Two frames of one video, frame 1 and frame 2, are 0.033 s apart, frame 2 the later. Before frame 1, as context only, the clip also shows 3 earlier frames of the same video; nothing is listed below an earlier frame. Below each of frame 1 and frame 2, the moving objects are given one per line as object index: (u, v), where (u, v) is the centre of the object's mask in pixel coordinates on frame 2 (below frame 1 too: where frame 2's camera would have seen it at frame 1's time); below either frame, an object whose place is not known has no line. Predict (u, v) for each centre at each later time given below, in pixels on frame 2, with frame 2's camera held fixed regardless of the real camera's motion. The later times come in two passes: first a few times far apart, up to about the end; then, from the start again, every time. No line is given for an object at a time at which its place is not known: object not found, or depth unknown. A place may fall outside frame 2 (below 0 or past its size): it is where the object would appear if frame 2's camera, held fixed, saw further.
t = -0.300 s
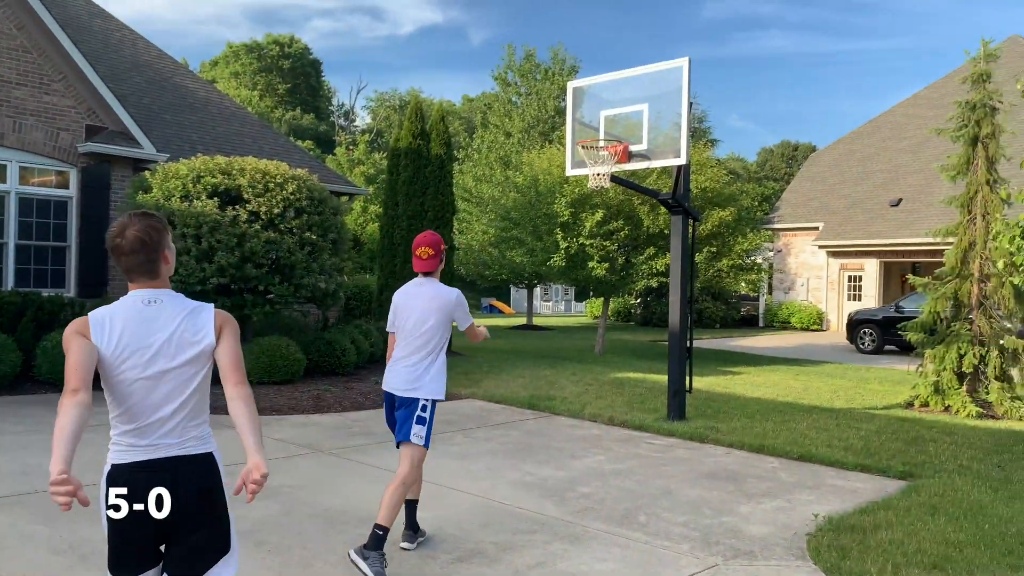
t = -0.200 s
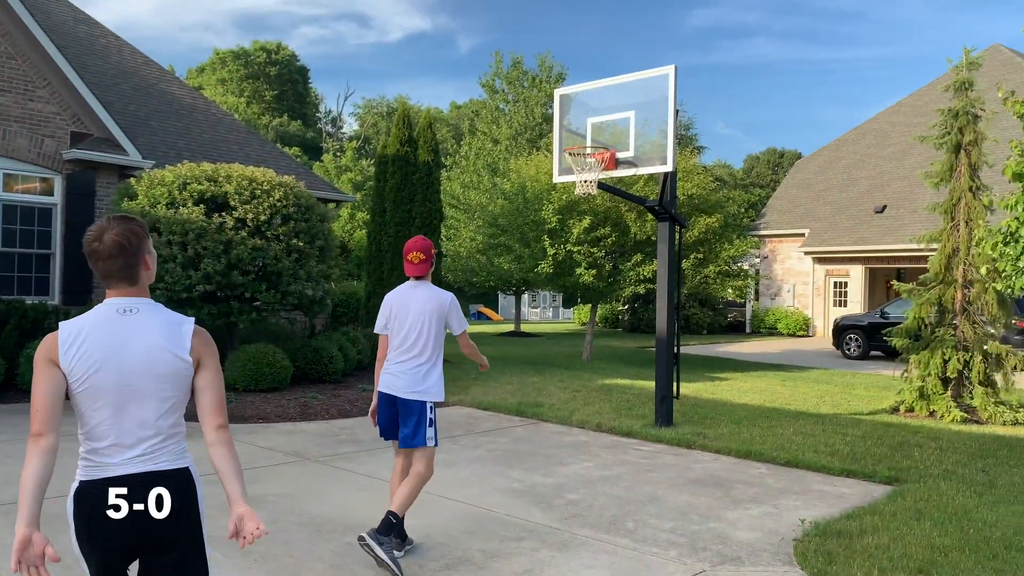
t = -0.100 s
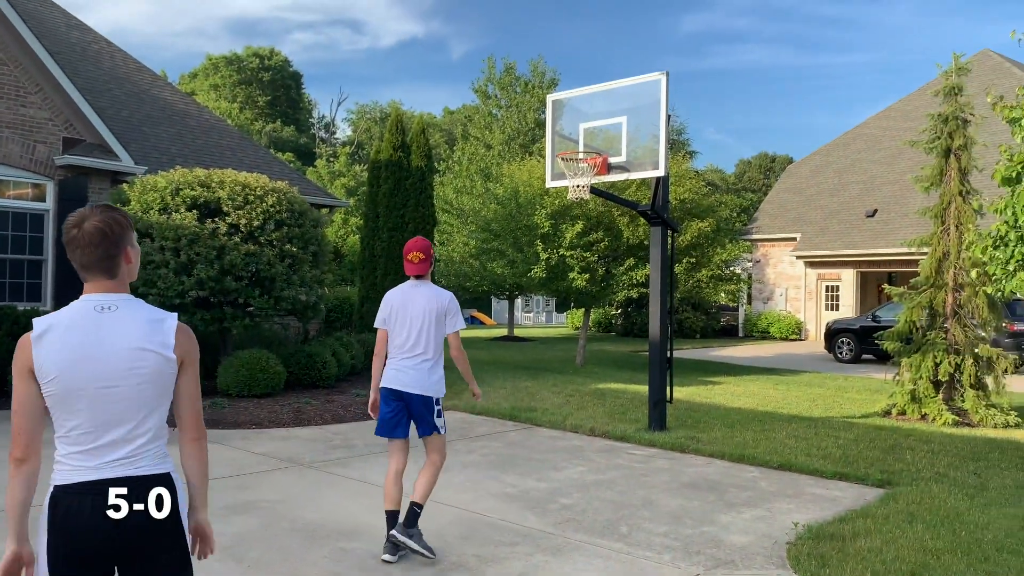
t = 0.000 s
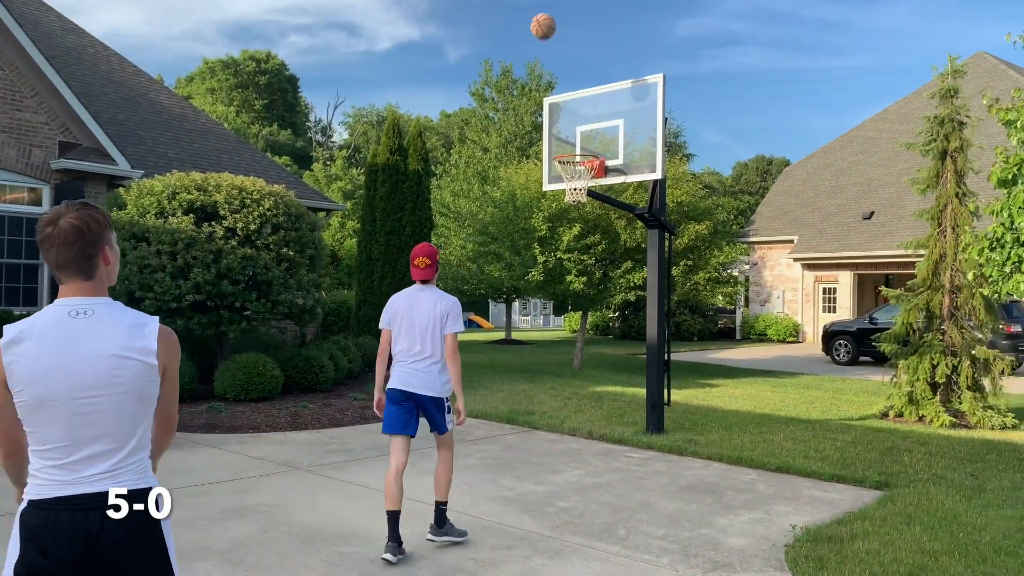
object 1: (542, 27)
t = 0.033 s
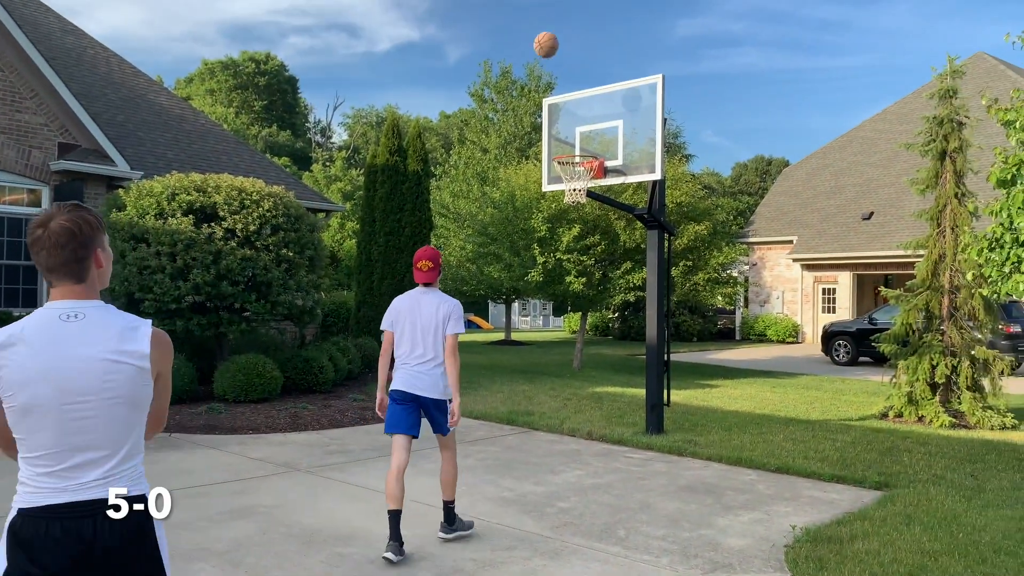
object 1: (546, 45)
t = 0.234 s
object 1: (564, 149)
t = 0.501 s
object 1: (641, 70)
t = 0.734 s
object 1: (712, 53)
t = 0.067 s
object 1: (549, 63)
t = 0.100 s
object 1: (552, 82)
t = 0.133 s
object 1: (556, 101)
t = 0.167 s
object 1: (558, 121)
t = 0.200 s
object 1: (561, 141)
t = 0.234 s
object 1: (564, 149)
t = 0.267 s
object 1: (574, 138)
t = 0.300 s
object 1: (584, 125)
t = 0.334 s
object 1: (593, 114)
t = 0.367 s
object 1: (603, 103)
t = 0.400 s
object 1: (612, 93)
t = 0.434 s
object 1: (621, 85)
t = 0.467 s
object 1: (631, 77)
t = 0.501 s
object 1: (641, 70)
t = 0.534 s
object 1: (650, 64)
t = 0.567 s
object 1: (660, 60)
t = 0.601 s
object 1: (671, 56)
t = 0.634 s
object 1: (681, 53)
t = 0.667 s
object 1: (691, 52)
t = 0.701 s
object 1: (702, 52)
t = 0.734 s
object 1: (712, 53)
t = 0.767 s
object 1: (722, 55)
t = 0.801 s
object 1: (733, 58)
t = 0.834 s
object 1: (744, 63)
